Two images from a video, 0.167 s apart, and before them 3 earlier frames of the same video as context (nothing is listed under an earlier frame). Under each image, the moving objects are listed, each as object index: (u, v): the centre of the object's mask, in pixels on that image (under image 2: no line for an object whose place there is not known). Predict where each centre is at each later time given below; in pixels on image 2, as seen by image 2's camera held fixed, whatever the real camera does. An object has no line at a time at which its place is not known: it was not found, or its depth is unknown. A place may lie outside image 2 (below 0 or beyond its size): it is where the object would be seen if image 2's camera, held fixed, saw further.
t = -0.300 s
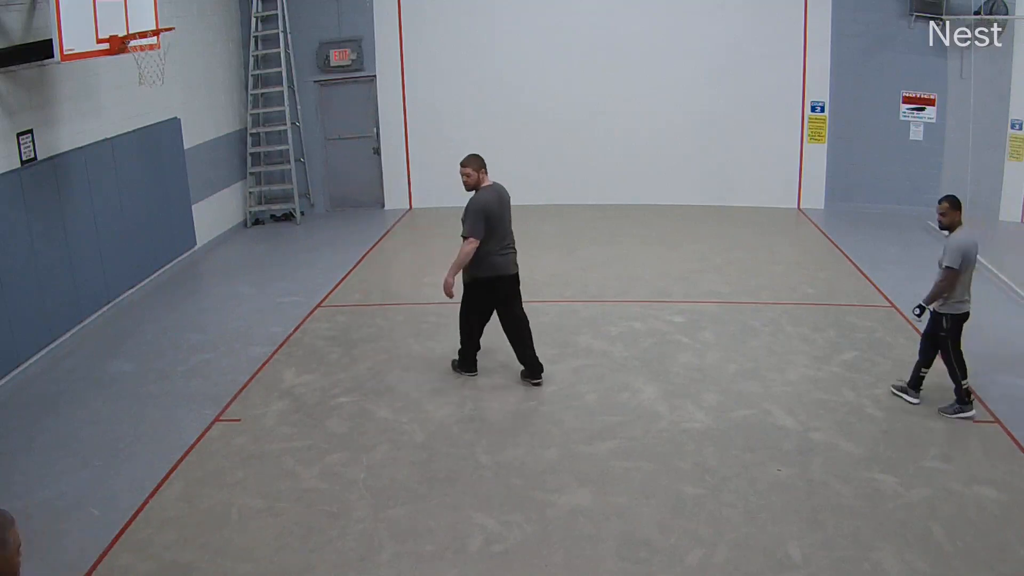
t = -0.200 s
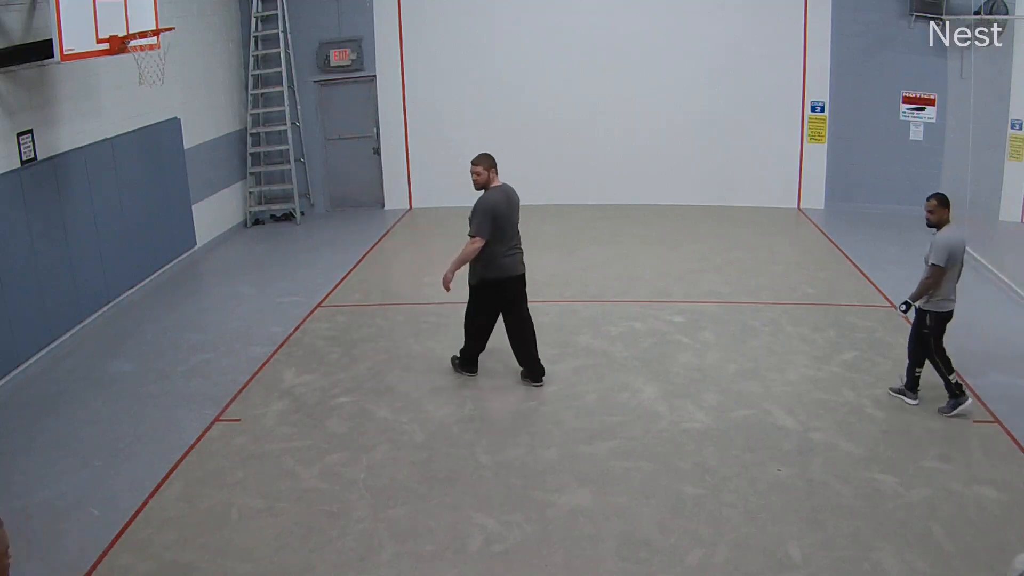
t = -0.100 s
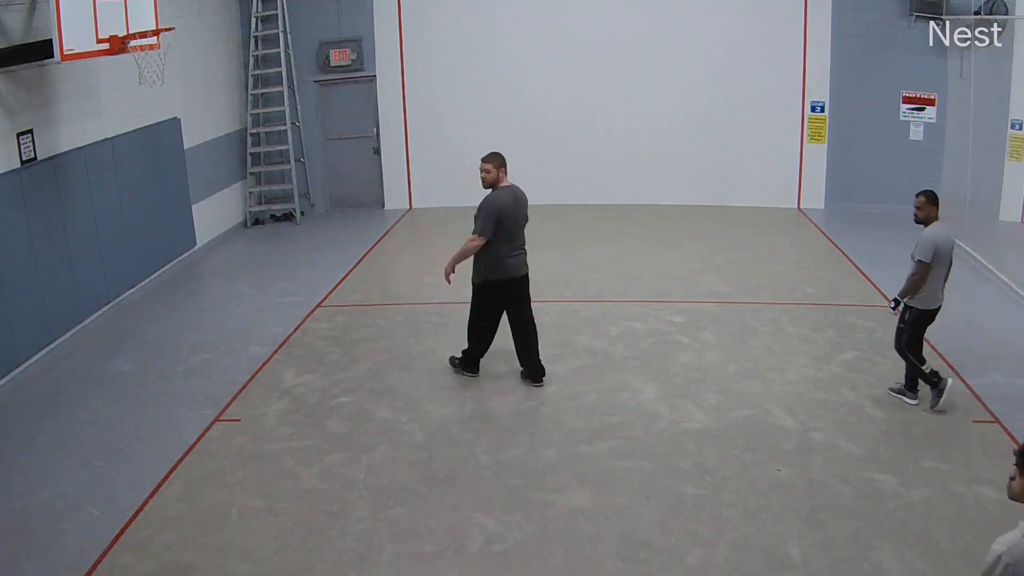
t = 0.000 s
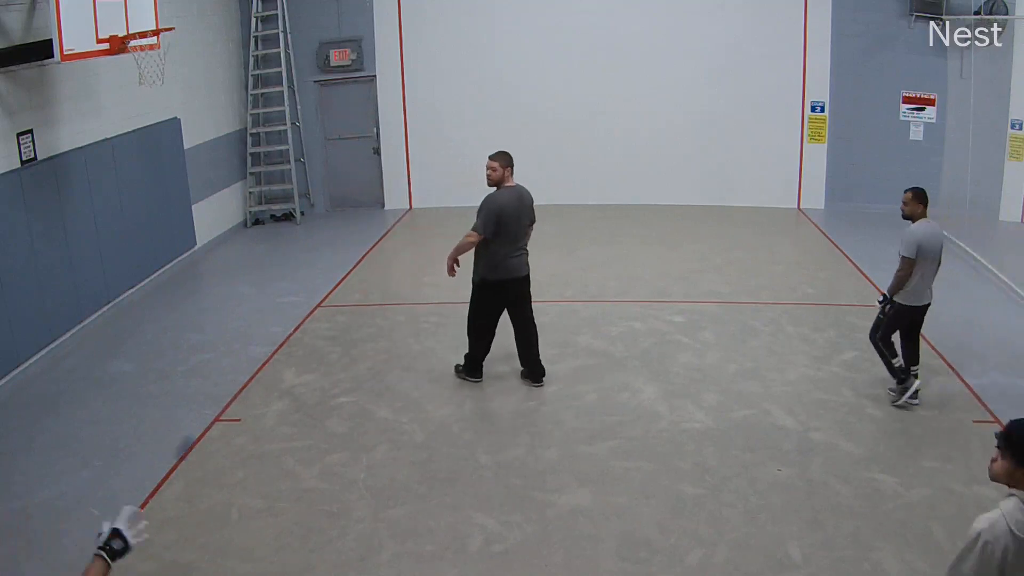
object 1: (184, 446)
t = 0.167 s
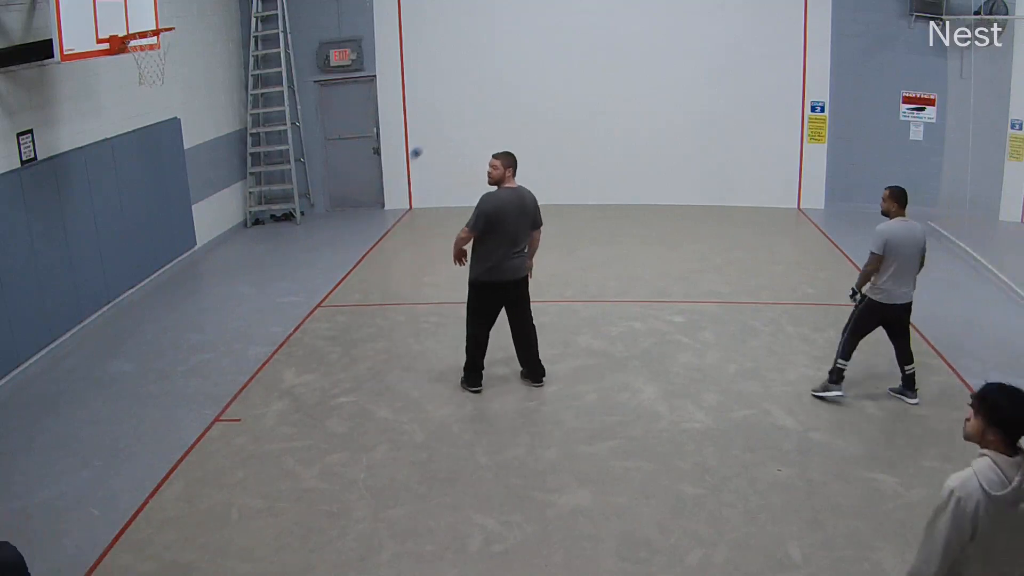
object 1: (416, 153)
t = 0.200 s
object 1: (444, 125)
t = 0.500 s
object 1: (583, 45)
